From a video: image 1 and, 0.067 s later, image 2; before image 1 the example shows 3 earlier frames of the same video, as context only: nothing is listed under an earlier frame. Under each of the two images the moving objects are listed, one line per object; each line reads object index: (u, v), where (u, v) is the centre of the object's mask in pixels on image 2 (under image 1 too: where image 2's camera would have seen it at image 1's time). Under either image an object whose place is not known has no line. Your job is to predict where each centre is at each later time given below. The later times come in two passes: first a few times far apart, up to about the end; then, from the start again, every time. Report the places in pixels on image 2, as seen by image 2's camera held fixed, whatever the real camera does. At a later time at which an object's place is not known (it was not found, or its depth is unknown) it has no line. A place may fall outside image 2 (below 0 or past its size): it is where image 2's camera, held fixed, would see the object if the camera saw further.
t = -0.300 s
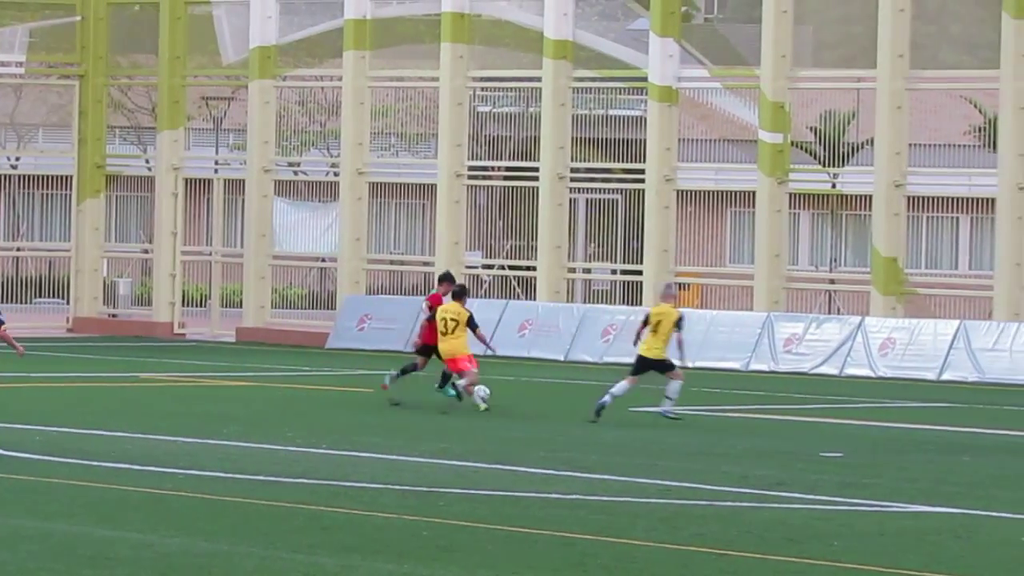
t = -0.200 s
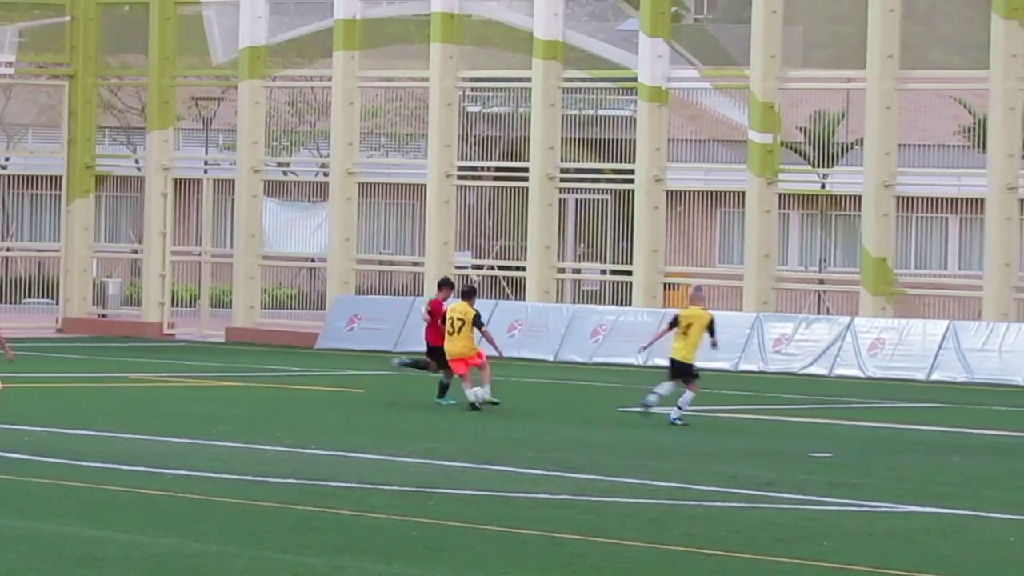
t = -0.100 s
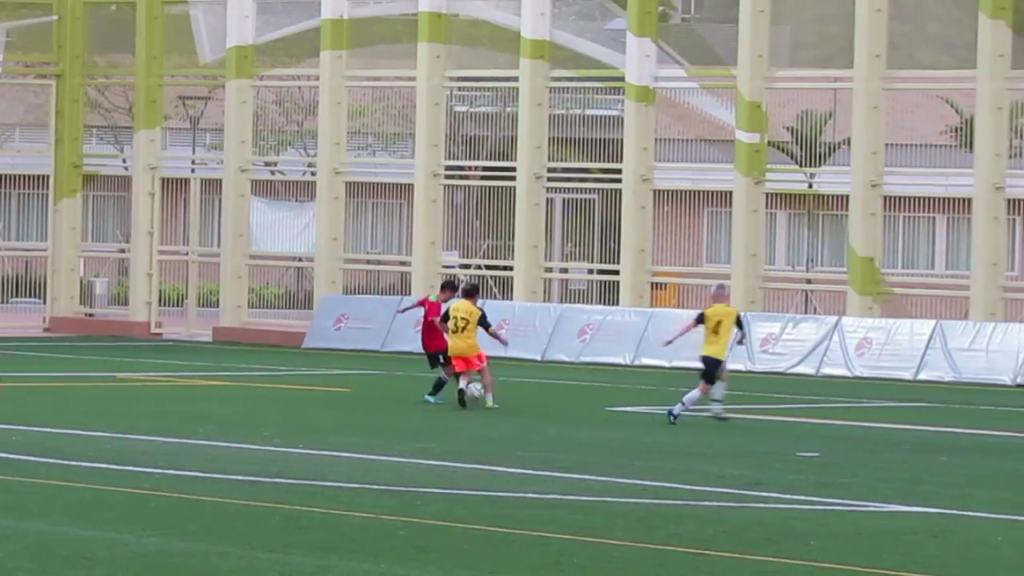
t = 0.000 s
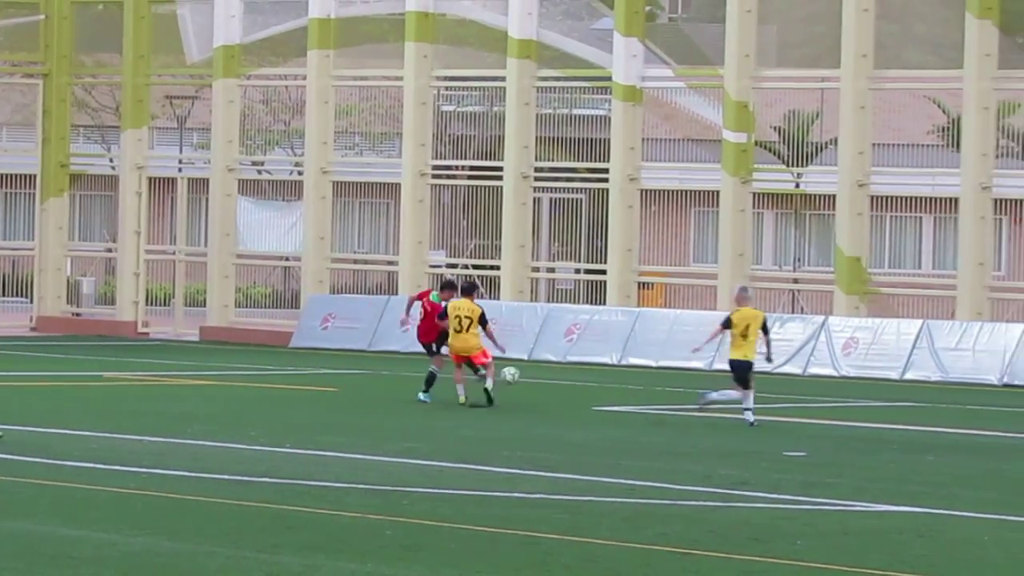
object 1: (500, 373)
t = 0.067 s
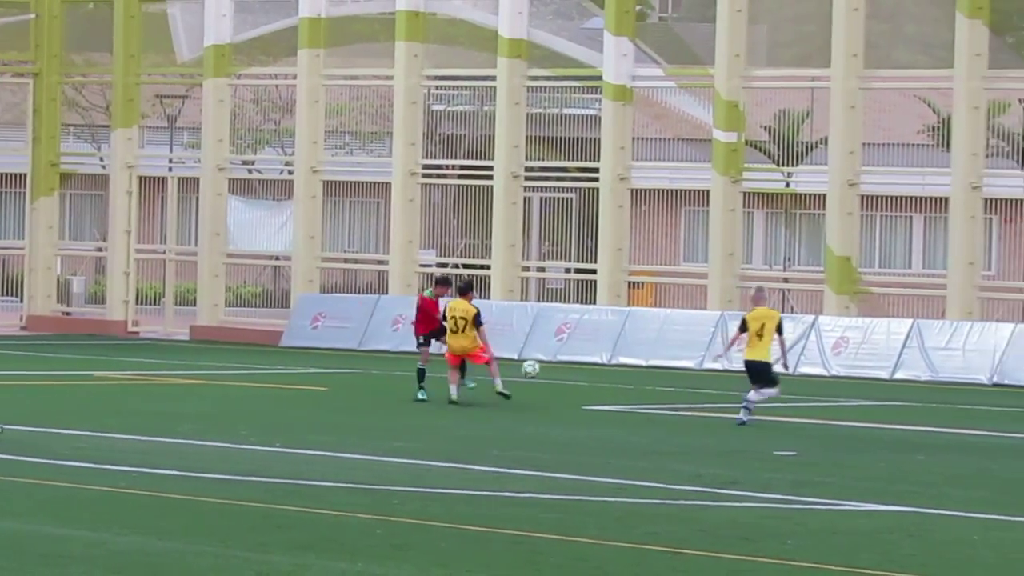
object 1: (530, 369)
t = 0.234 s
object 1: (604, 370)
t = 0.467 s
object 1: (704, 410)
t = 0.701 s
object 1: (777, 398)
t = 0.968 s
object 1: (850, 422)
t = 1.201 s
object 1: (912, 426)
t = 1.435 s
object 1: (972, 435)
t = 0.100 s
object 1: (546, 366)
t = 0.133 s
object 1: (560, 366)
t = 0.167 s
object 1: (575, 367)
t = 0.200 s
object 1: (590, 367)
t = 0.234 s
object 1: (604, 370)
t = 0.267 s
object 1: (619, 373)
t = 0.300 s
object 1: (633, 377)
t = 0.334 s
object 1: (647, 381)
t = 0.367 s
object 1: (662, 387)
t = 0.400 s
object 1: (676, 393)
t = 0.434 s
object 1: (690, 400)
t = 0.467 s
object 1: (704, 410)
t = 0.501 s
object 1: (716, 412)
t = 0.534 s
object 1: (726, 408)
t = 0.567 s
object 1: (737, 403)
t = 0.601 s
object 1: (747, 400)
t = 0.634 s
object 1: (757, 399)
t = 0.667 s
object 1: (767, 398)
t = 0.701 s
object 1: (777, 398)
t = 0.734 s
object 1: (787, 399)
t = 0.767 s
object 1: (797, 401)
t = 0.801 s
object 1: (805, 404)
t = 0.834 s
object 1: (815, 409)
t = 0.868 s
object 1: (824, 414)
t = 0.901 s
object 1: (833, 420)
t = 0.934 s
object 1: (841, 425)
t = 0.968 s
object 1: (850, 422)
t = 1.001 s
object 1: (860, 419)
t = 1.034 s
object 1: (869, 418)
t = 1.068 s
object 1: (877, 418)
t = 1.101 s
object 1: (886, 418)
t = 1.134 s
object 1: (895, 420)
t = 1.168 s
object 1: (904, 423)
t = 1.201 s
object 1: (912, 426)
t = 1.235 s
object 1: (921, 431)
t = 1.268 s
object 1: (929, 435)
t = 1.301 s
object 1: (938, 434)
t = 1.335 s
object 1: (946, 432)
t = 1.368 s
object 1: (955, 432)
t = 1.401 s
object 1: (964, 433)
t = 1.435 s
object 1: (972, 435)
